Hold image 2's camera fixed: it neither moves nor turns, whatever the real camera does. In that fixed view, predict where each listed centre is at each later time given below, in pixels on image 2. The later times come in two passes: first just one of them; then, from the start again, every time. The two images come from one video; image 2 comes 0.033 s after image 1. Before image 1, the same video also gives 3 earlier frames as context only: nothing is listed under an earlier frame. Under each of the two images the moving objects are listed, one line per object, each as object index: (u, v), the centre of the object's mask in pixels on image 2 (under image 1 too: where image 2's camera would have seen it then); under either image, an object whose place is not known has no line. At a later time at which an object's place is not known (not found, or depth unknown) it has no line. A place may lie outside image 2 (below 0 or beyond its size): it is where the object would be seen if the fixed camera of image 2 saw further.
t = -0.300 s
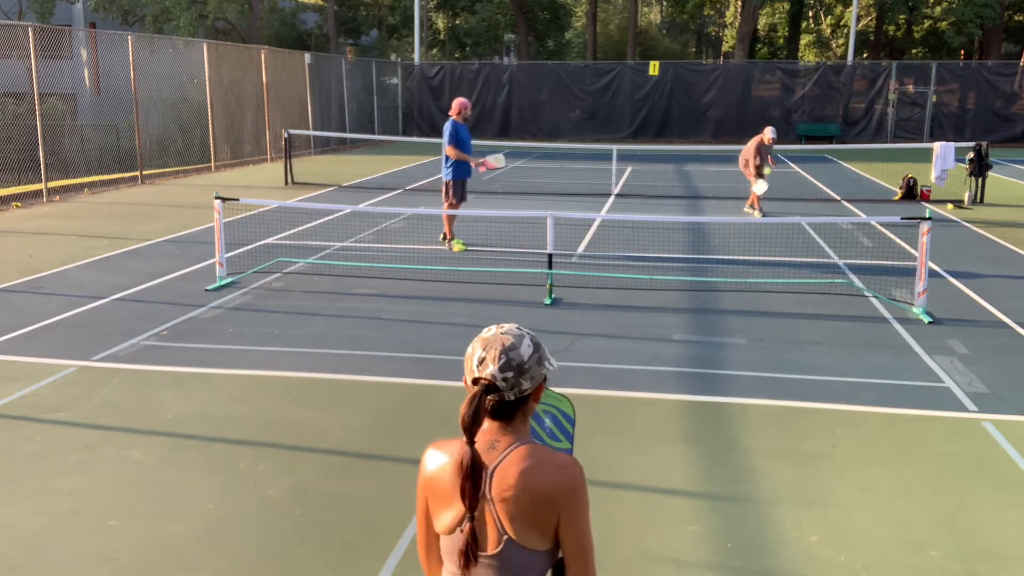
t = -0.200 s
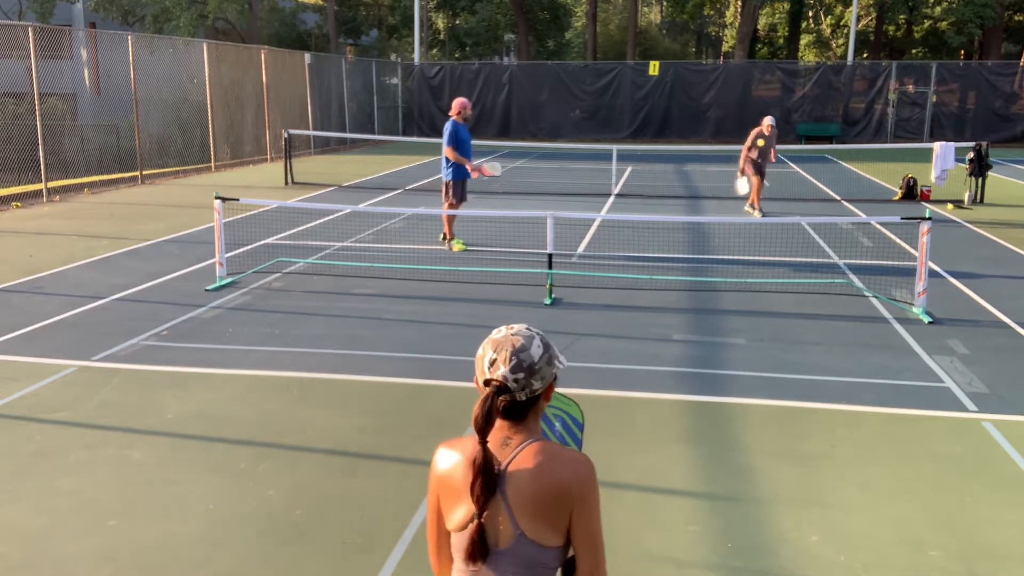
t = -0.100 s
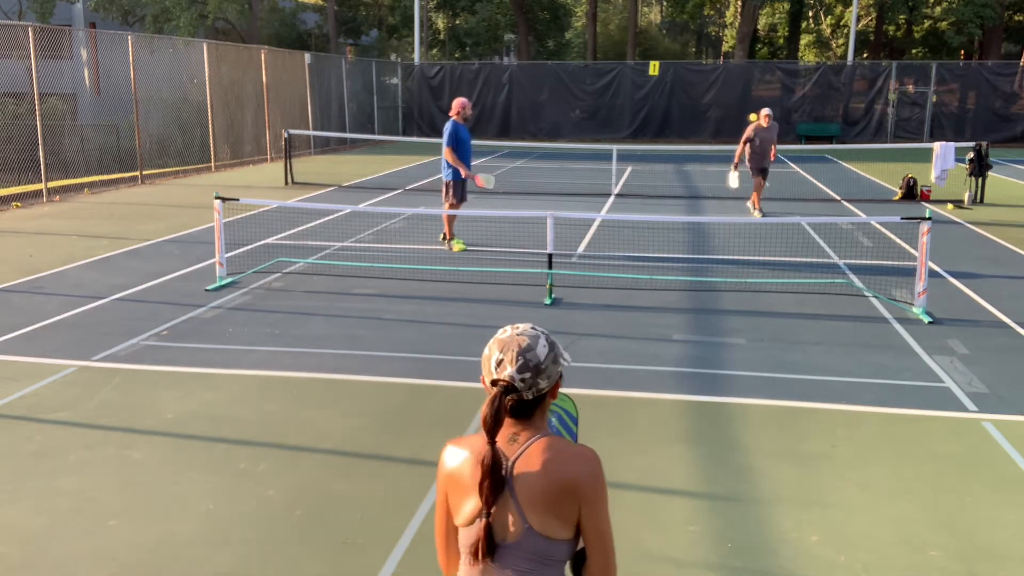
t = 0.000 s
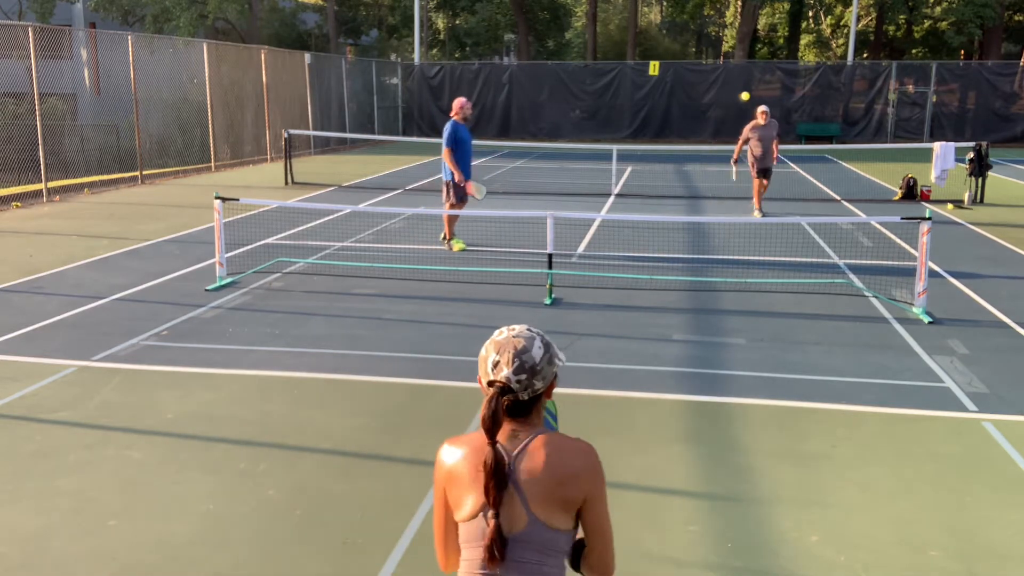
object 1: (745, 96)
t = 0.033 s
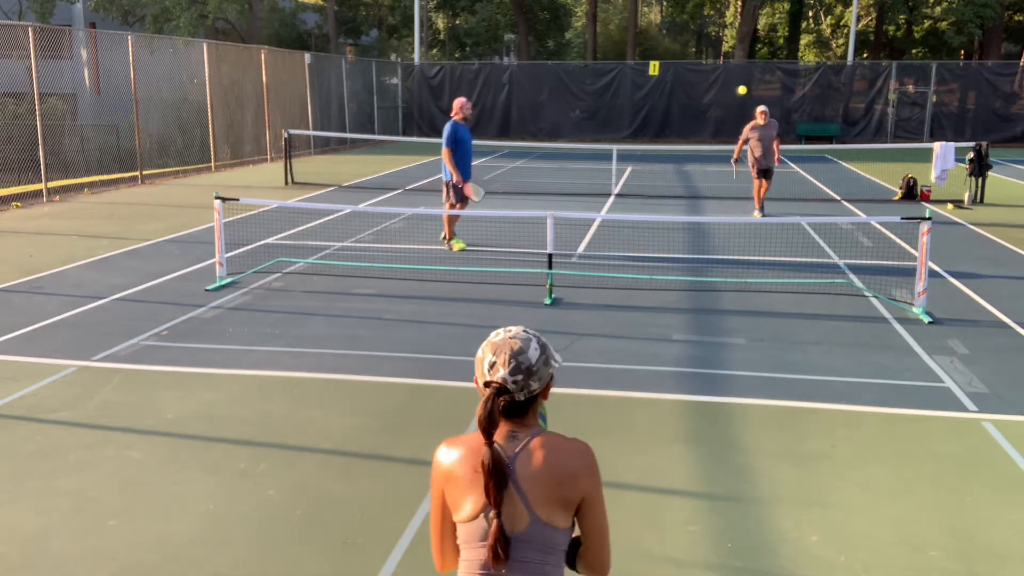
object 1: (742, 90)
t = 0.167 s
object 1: (728, 73)
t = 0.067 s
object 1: (739, 85)
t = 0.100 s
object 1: (735, 80)
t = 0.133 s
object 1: (732, 76)
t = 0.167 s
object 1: (728, 73)
